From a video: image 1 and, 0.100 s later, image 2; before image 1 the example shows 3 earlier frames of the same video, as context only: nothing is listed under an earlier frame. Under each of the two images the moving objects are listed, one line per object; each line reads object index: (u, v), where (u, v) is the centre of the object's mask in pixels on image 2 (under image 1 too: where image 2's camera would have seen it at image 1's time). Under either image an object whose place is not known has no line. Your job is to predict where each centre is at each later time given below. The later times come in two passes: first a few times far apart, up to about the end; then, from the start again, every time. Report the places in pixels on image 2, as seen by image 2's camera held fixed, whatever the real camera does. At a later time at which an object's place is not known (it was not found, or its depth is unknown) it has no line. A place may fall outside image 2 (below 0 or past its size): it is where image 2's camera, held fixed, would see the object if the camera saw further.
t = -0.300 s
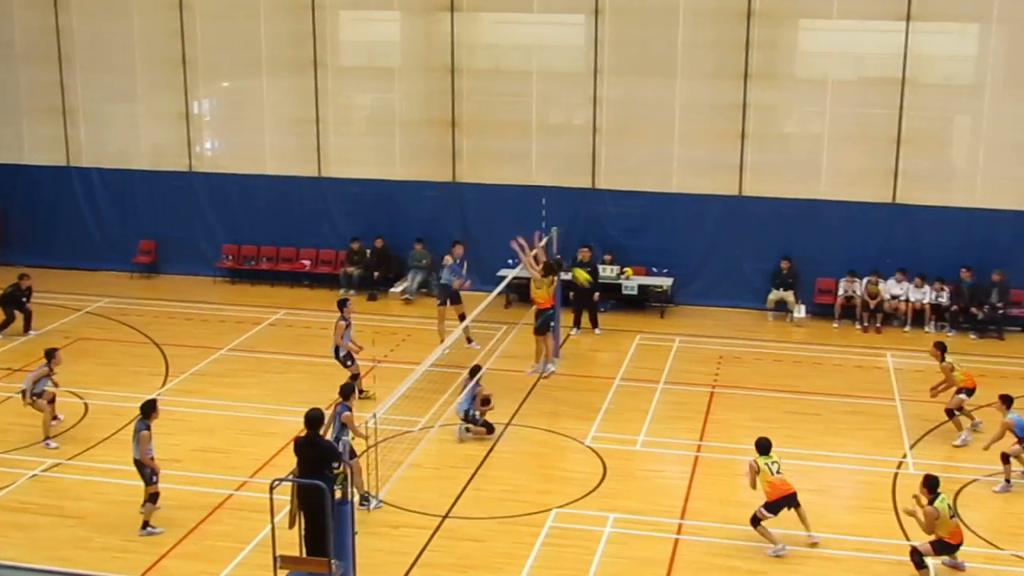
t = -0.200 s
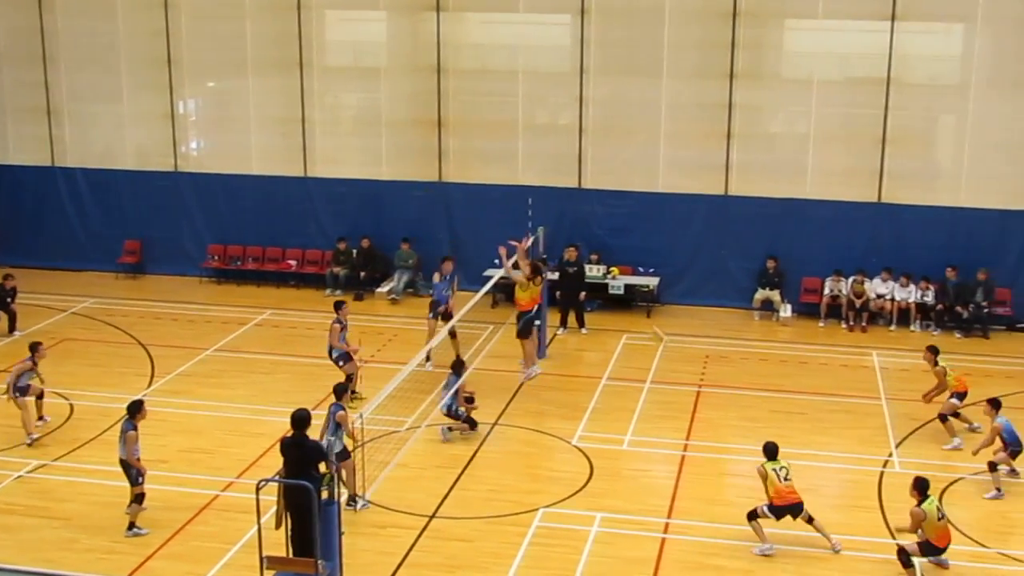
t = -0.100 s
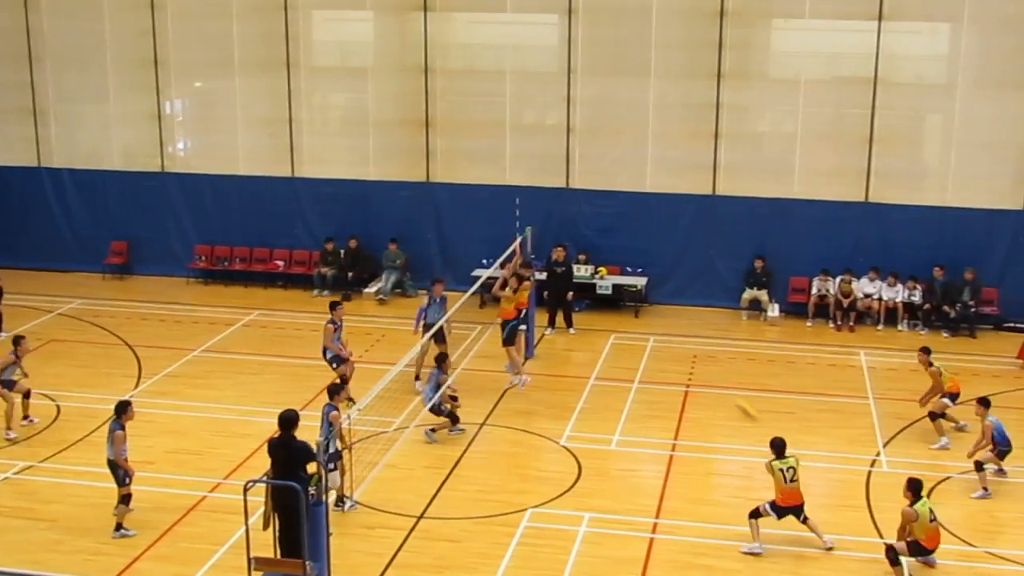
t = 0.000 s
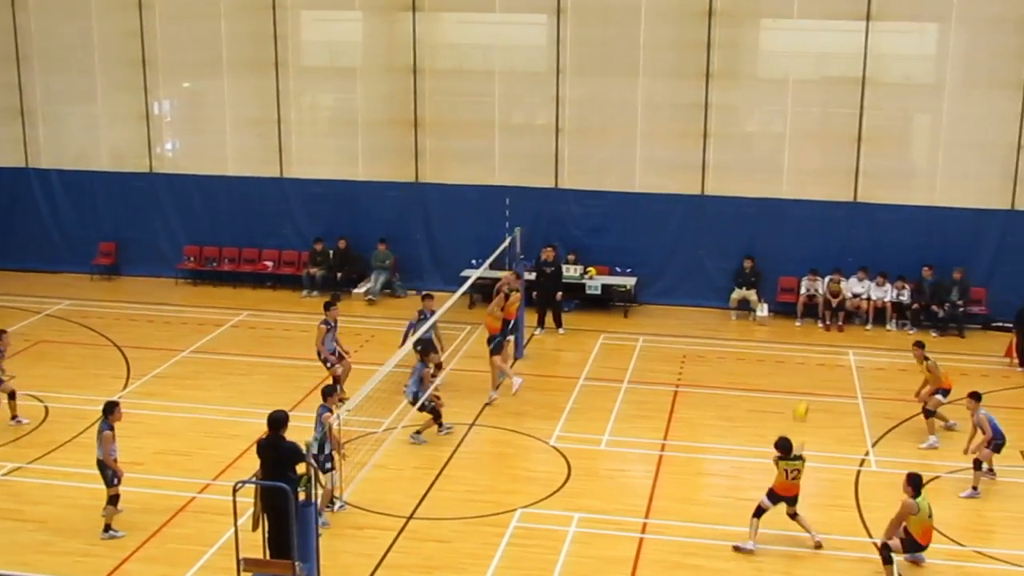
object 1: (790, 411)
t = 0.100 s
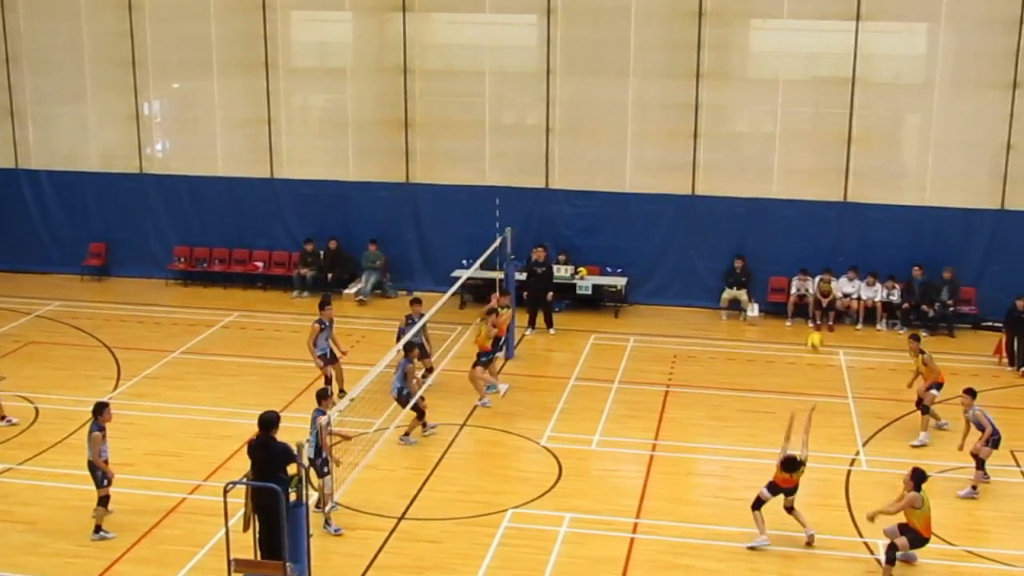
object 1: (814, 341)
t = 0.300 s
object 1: (855, 236)
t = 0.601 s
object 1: (912, 146)
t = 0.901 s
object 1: (960, 128)
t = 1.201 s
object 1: (998, 166)
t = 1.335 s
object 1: (1012, 199)
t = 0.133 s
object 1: (821, 321)
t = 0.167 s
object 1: (828, 303)
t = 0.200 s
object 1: (834, 283)
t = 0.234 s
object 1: (841, 266)
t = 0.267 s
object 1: (849, 251)
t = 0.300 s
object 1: (855, 236)
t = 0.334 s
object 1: (862, 222)
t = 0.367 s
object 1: (868, 209)
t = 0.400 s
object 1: (876, 197)
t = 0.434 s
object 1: (882, 186)
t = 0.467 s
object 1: (888, 177)
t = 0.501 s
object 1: (894, 168)
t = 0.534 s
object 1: (900, 160)
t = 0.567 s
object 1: (906, 152)
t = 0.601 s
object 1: (912, 146)
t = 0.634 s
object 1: (917, 141)
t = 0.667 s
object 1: (923, 137)
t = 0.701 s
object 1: (928, 133)
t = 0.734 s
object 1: (934, 130)
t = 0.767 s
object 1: (939, 128)
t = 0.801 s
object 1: (944, 127)
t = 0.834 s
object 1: (949, 127)
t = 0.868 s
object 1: (954, 127)
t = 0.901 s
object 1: (960, 128)
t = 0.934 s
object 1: (963, 130)
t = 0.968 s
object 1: (968, 132)
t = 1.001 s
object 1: (973, 135)
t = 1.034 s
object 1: (977, 139)
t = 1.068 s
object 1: (982, 143)
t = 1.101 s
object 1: (986, 148)
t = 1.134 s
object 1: (990, 154)
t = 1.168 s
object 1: (993, 160)
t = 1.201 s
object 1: (998, 166)
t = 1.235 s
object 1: (1002, 173)
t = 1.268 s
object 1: (1005, 181)
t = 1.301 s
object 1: (1009, 190)
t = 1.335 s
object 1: (1012, 199)
